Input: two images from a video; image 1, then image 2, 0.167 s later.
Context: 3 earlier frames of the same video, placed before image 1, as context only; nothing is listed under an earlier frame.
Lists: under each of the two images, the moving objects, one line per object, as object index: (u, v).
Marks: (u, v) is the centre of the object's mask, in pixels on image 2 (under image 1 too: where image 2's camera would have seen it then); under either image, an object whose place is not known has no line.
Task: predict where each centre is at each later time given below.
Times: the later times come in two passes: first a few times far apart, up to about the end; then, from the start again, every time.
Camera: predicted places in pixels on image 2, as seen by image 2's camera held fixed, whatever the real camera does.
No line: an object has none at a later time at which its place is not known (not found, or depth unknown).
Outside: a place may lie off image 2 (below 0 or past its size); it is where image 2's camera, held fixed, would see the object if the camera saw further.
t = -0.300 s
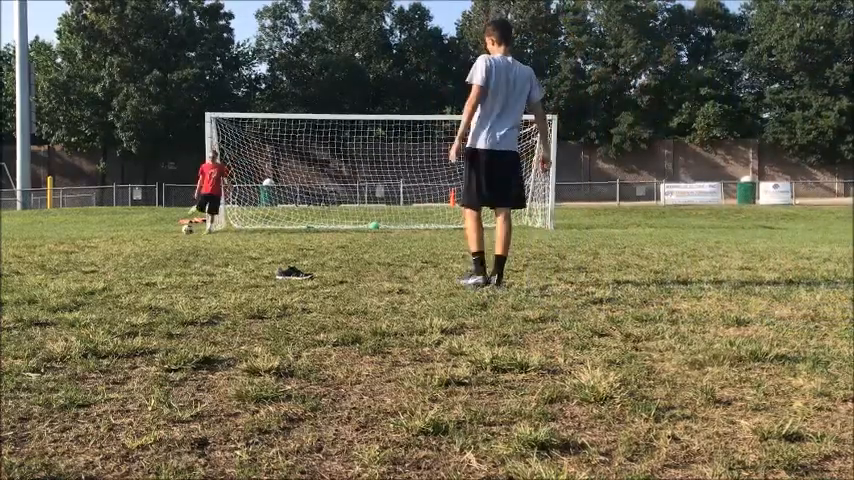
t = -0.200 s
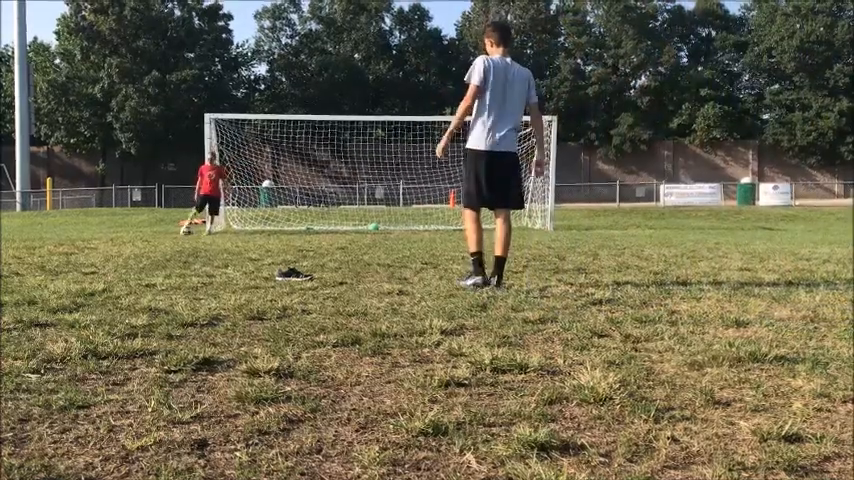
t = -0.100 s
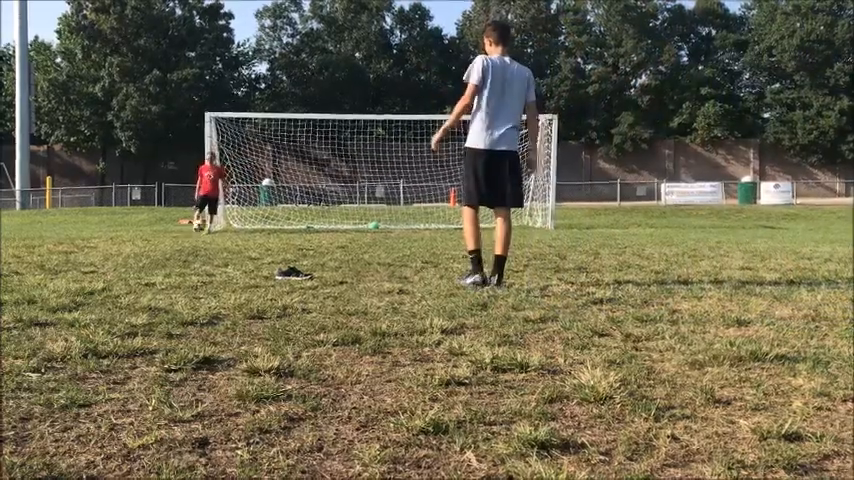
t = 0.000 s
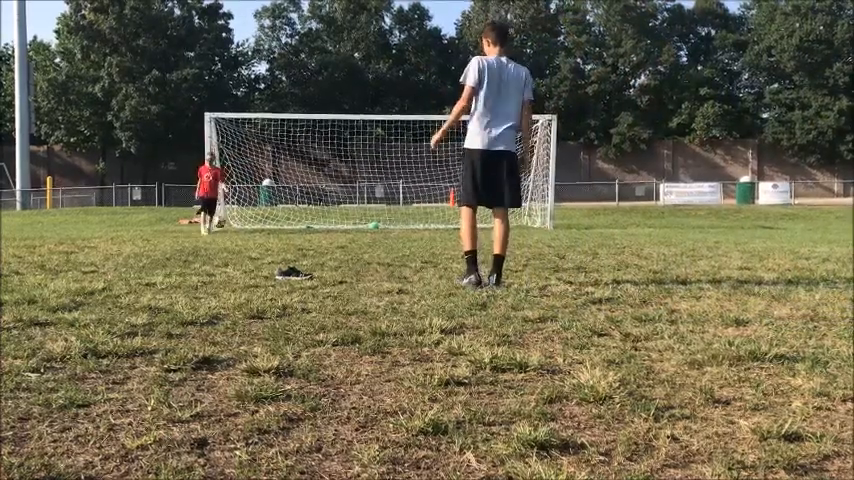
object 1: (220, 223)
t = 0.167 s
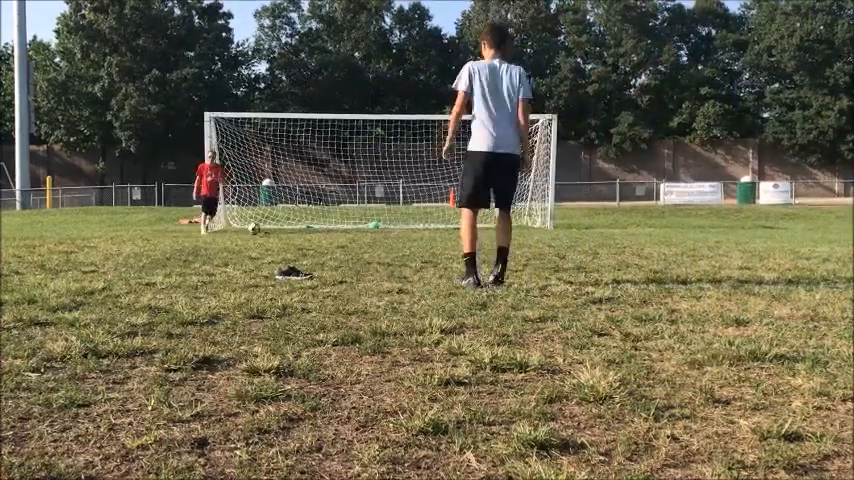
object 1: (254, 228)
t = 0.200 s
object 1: (258, 231)
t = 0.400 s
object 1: (299, 227)
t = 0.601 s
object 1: (337, 231)
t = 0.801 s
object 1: (369, 235)
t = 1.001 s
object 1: (401, 237)
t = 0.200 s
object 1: (258, 231)
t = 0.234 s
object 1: (267, 231)
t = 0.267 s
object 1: (273, 230)
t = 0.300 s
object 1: (280, 229)
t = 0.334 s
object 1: (287, 228)
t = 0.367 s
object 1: (293, 227)
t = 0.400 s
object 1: (299, 227)
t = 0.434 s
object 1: (307, 229)
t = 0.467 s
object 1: (313, 230)
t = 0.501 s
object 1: (320, 233)
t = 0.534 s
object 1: (327, 233)
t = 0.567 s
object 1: (331, 232)
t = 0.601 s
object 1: (337, 231)
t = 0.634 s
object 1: (343, 230)
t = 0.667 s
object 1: (347, 230)
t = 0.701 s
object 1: (352, 231)
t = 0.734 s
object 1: (358, 234)
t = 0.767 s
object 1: (363, 236)
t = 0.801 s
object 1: (369, 235)
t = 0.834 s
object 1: (375, 234)
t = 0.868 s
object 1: (379, 233)
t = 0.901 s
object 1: (384, 233)
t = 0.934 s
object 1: (390, 234)
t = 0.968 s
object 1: (396, 237)
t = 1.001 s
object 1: (401, 237)
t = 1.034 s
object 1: (407, 235)
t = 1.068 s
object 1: (412, 235)
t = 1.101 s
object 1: (418, 236)
